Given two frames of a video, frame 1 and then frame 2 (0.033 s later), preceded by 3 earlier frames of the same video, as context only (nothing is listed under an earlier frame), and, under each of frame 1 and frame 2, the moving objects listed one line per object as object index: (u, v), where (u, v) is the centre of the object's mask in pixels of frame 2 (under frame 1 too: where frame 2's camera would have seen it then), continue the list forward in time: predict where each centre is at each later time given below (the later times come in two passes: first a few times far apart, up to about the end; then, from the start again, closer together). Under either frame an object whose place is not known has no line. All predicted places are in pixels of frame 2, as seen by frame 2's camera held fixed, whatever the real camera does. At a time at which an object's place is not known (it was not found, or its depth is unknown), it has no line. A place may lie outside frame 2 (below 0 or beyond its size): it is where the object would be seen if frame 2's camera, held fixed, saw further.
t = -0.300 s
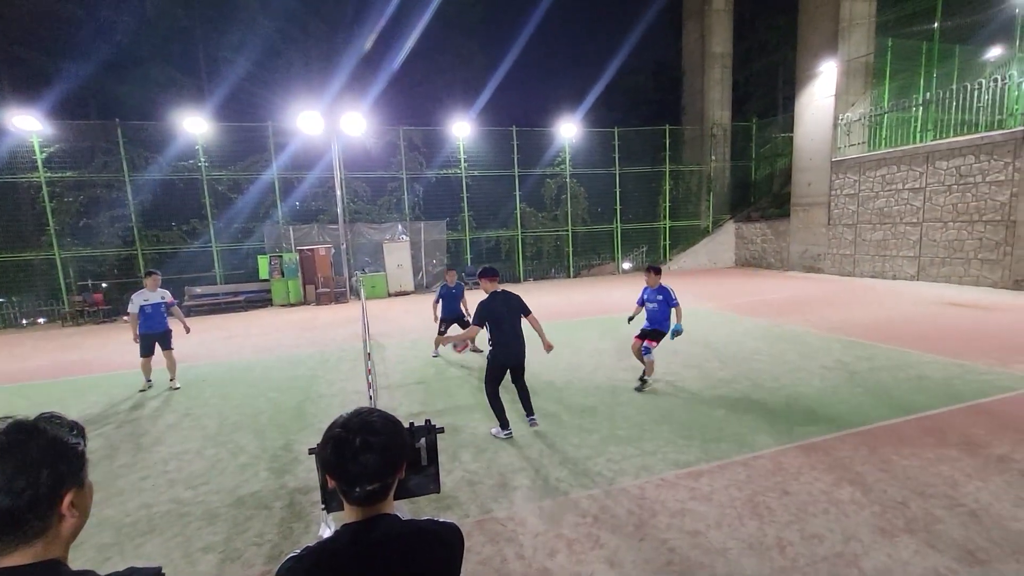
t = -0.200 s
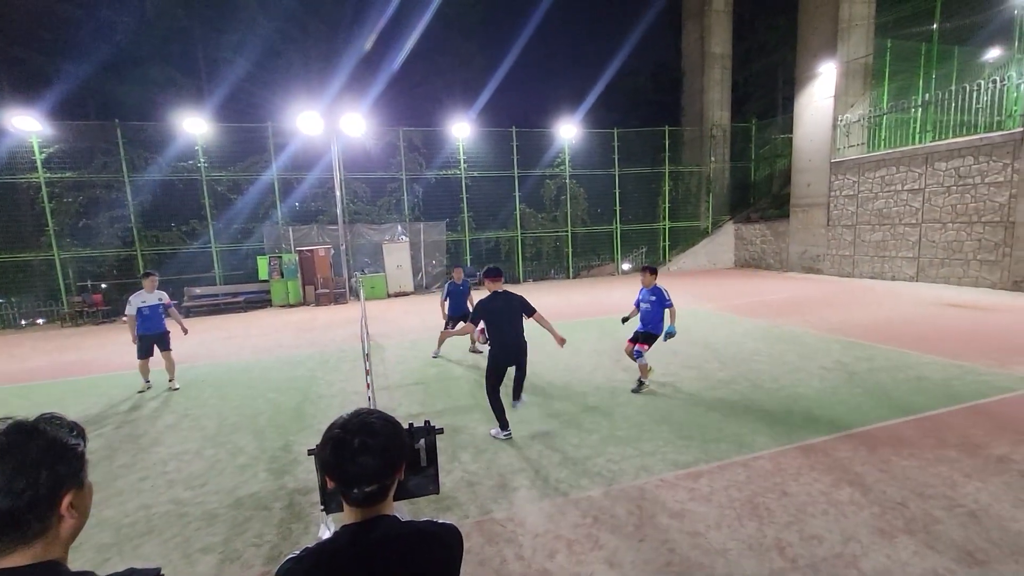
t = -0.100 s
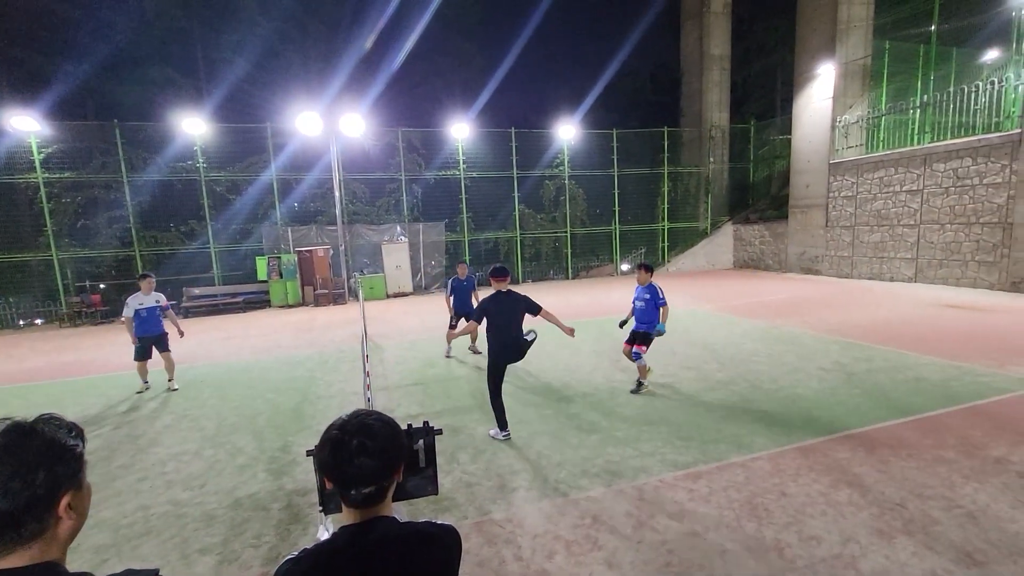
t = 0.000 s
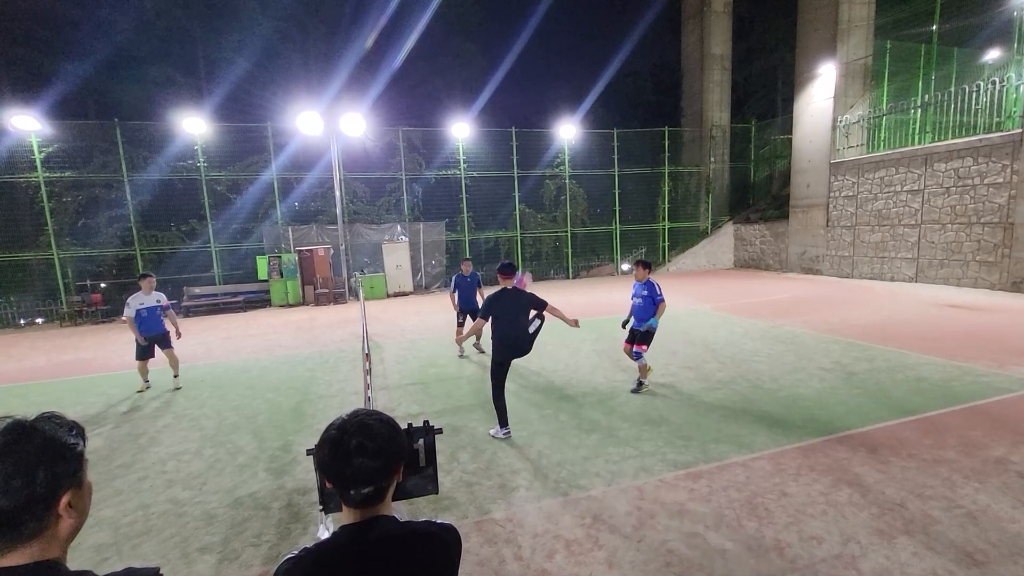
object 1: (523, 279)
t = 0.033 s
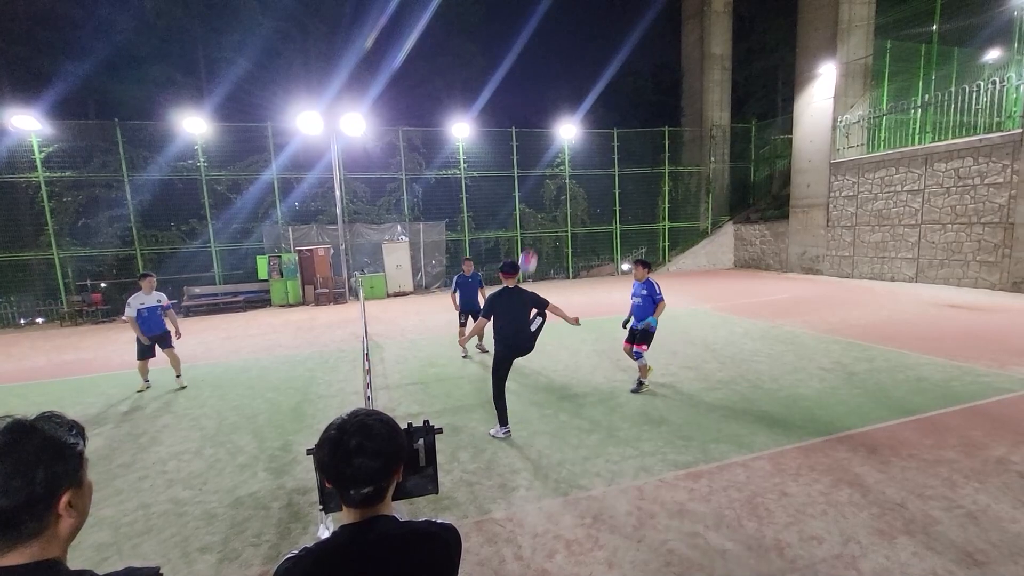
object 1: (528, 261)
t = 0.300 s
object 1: (570, 143)
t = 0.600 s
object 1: (615, 87)
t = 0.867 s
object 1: (654, 105)
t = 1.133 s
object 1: (689, 180)
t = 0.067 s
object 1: (533, 245)
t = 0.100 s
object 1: (538, 226)
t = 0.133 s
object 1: (543, 210)
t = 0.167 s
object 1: (548, 193)
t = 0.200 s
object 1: (553, 180)
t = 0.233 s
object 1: (557, 165)
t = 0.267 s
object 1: (563, 154)
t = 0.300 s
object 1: (570, 143)
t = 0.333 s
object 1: (576, 132)
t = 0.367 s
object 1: (581, 121)
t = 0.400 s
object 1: (584, 114)
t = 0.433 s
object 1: (589, 108)
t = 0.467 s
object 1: (594, 101)
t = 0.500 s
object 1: (600, 96)
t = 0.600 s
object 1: (615, 87)
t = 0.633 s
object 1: (620, 86)
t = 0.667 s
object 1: (625, 86)
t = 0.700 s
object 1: (630, 86)
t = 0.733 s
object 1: (635, 88)
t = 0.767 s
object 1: (640, 91)
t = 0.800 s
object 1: (645, 95)
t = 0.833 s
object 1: (650, 100)
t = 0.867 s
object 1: (654, 105)
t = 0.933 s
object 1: (664, 120)
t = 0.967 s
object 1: (668, 128)
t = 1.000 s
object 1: (672, 137)
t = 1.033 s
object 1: (677, 146)
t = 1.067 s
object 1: (681, 157)
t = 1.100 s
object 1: (686, 168)
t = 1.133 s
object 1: (689, 180)
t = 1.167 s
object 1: (694, 192)
